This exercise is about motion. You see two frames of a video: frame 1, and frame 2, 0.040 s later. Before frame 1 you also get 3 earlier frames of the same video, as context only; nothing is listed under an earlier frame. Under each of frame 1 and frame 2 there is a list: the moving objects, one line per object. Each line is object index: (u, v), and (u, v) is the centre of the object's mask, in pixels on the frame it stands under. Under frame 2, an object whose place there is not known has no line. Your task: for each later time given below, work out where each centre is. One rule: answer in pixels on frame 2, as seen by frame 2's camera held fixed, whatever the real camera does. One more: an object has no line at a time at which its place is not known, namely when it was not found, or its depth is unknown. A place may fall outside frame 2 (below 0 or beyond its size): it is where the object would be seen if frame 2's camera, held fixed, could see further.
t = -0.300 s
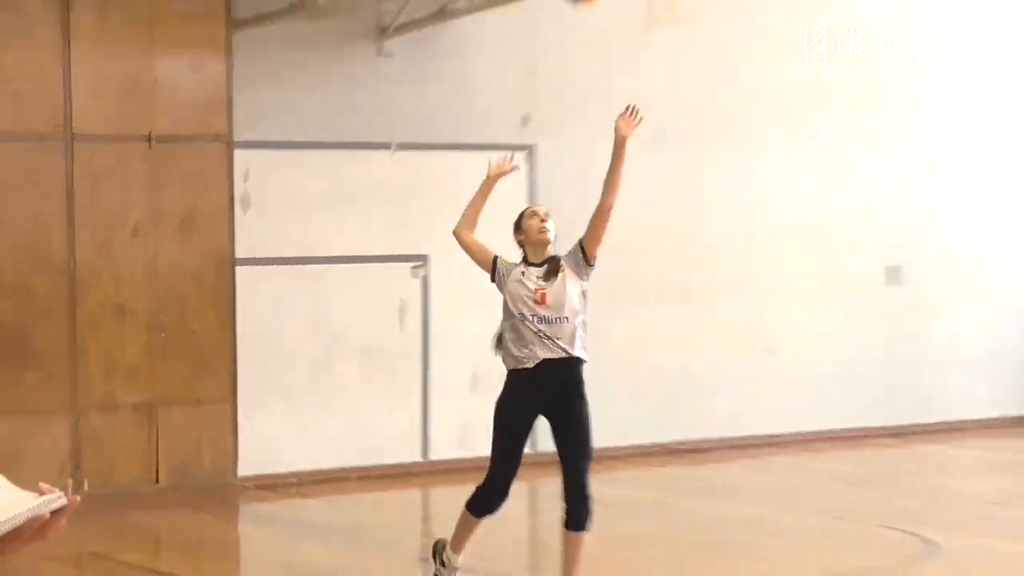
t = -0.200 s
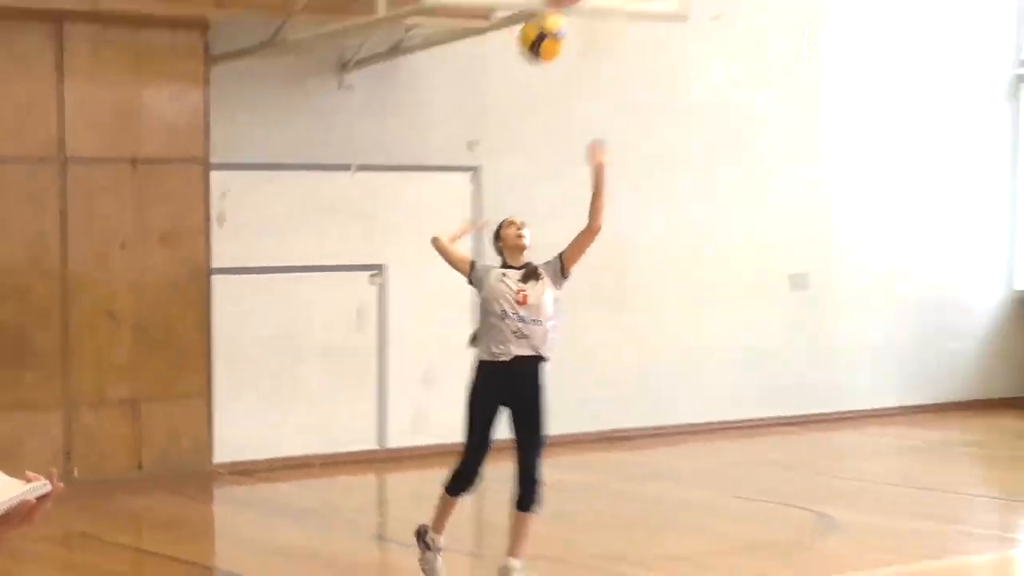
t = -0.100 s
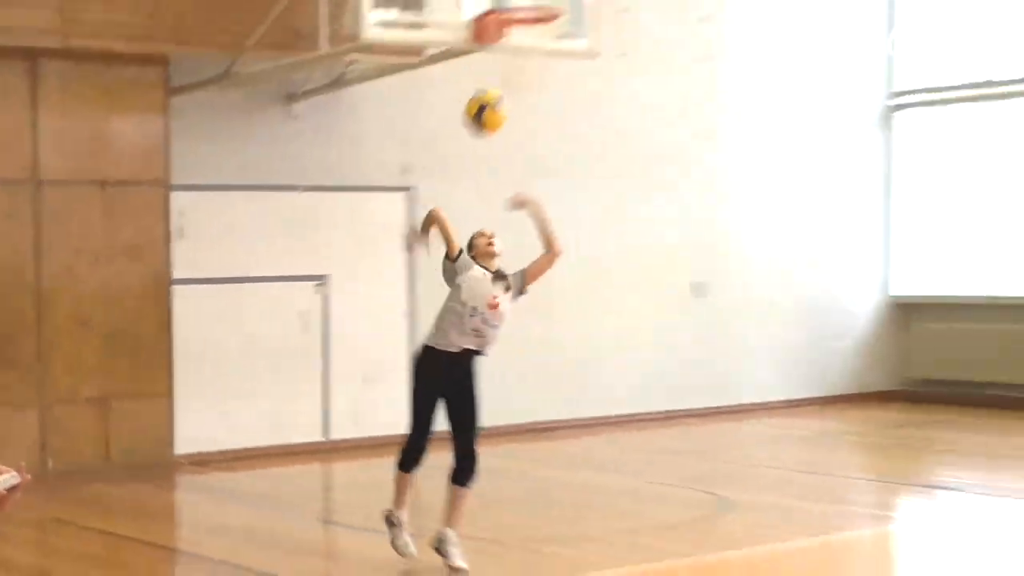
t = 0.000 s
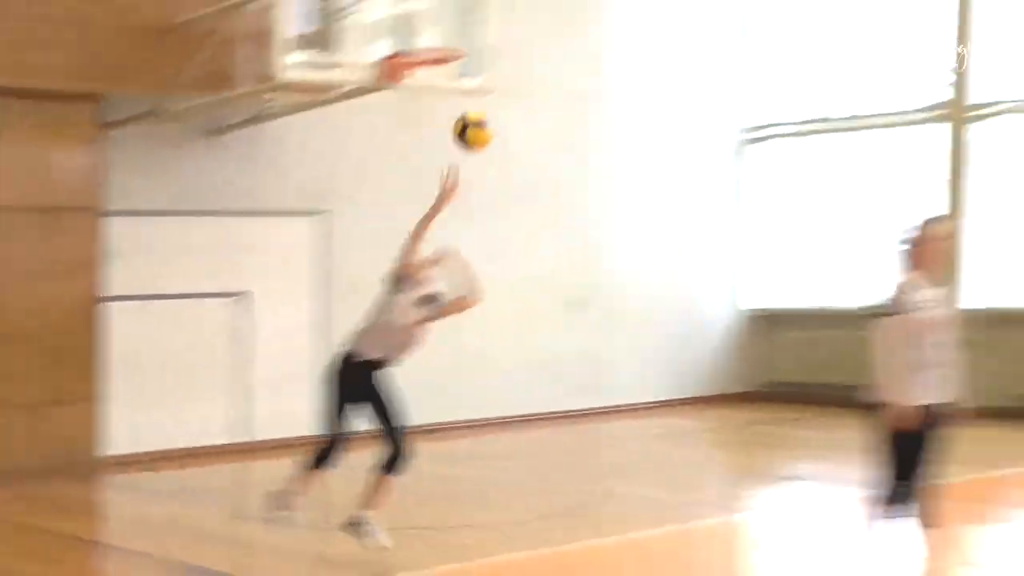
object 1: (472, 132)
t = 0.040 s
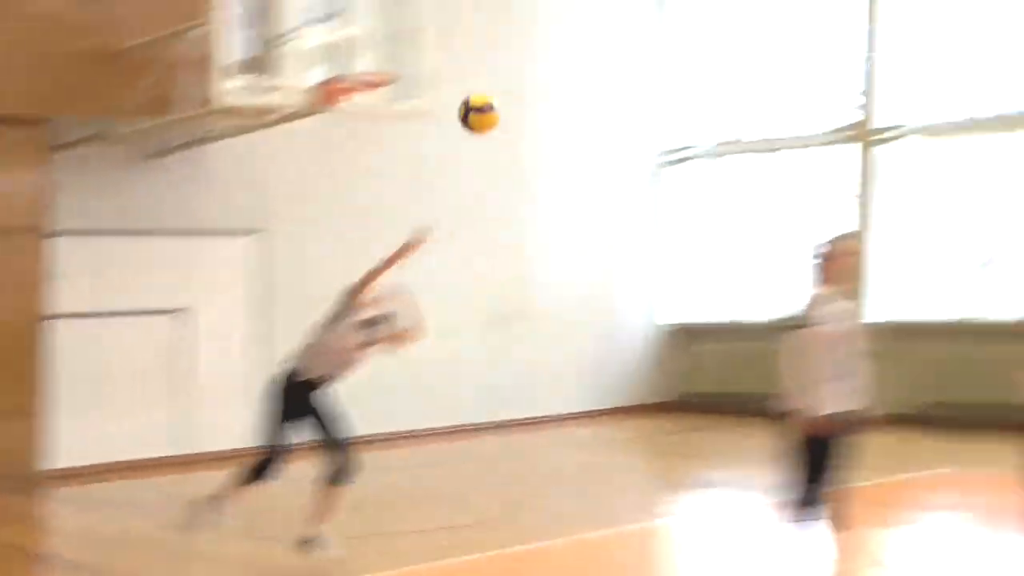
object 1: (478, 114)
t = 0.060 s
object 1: (516, 94)
